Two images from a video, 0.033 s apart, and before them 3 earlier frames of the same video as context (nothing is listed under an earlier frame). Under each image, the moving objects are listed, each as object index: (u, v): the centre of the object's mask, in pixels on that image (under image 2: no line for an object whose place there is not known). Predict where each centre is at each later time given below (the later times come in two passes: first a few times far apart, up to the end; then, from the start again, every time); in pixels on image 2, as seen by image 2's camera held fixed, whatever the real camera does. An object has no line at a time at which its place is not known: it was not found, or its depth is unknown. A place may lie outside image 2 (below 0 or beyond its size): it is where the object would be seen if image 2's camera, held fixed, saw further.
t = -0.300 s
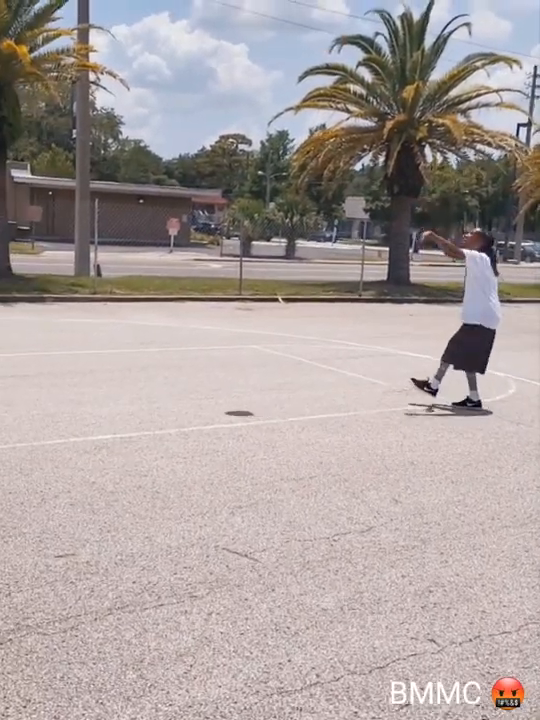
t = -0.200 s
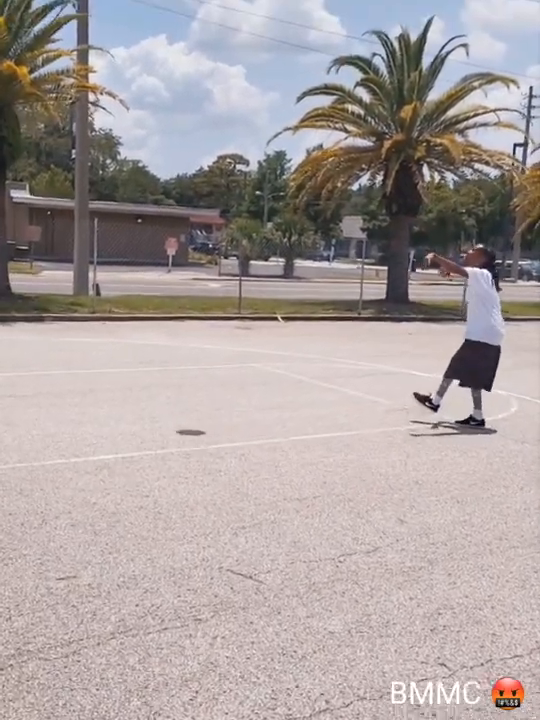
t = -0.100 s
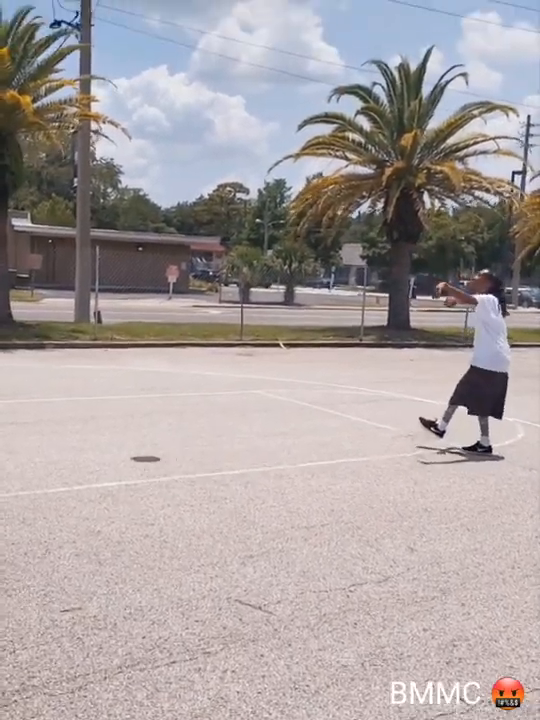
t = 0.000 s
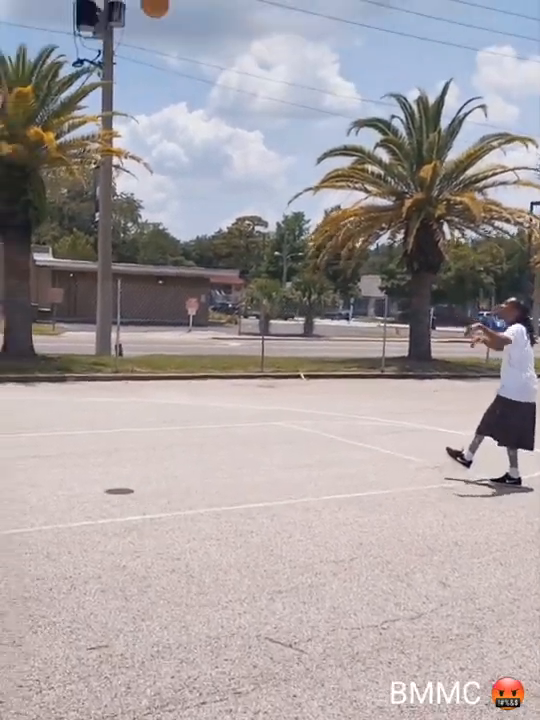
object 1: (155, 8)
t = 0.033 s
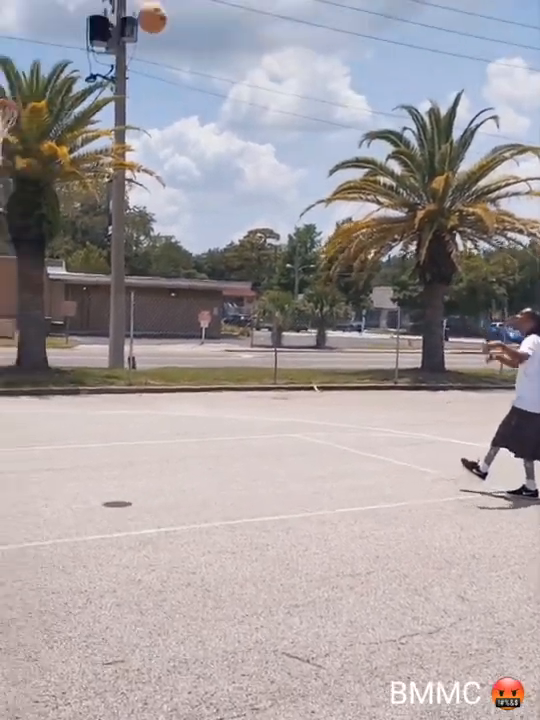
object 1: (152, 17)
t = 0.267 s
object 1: (45, 69)
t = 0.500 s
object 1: (-28, 128)
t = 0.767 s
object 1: (-6, 165)
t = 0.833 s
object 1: (-2, 187)
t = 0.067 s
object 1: (136, 21)
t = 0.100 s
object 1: (122, 26)
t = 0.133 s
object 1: (107, 32)
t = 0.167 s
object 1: (92, 39)
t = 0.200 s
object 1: (76, 48)
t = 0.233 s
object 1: (60, 58)
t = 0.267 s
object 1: (45, 69)
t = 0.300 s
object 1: (29, 82)
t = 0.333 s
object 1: (13, 97)
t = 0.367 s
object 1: (-4, 109)
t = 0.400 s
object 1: (-21, 125)
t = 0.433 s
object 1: (-29, 134)
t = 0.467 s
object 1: (-31, 130)
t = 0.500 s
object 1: (-28, 128)
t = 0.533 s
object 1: (-26, 128)
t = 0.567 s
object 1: (-24, 129)
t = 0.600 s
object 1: (-21, 134)
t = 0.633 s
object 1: (-18, 136)
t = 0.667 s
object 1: (-15, 142)
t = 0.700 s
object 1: (-13, 148)
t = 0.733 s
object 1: (-10, 157)
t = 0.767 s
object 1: (-6, 165)
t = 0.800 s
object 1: (-4, 176)
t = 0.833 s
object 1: (-2, 187)
